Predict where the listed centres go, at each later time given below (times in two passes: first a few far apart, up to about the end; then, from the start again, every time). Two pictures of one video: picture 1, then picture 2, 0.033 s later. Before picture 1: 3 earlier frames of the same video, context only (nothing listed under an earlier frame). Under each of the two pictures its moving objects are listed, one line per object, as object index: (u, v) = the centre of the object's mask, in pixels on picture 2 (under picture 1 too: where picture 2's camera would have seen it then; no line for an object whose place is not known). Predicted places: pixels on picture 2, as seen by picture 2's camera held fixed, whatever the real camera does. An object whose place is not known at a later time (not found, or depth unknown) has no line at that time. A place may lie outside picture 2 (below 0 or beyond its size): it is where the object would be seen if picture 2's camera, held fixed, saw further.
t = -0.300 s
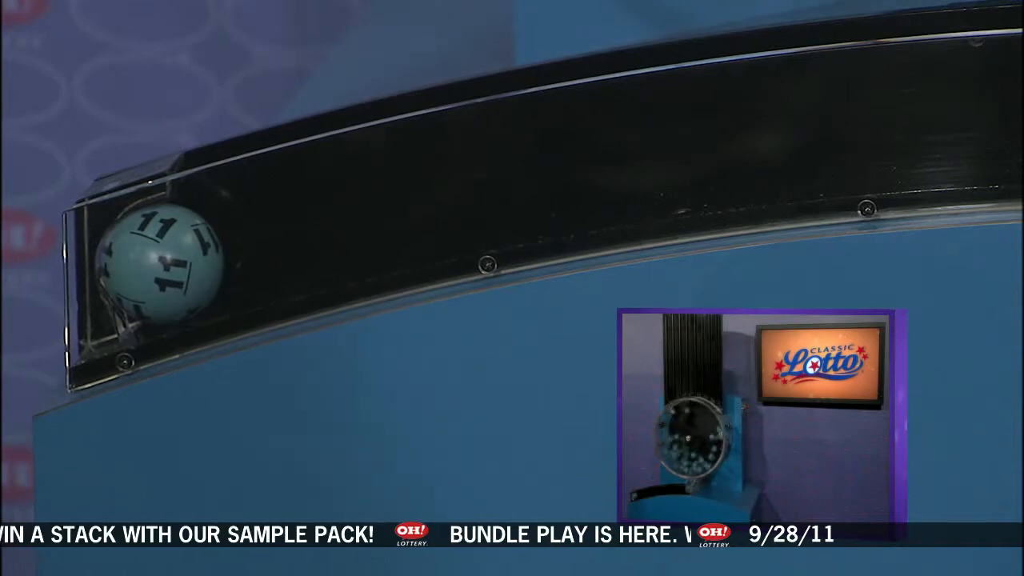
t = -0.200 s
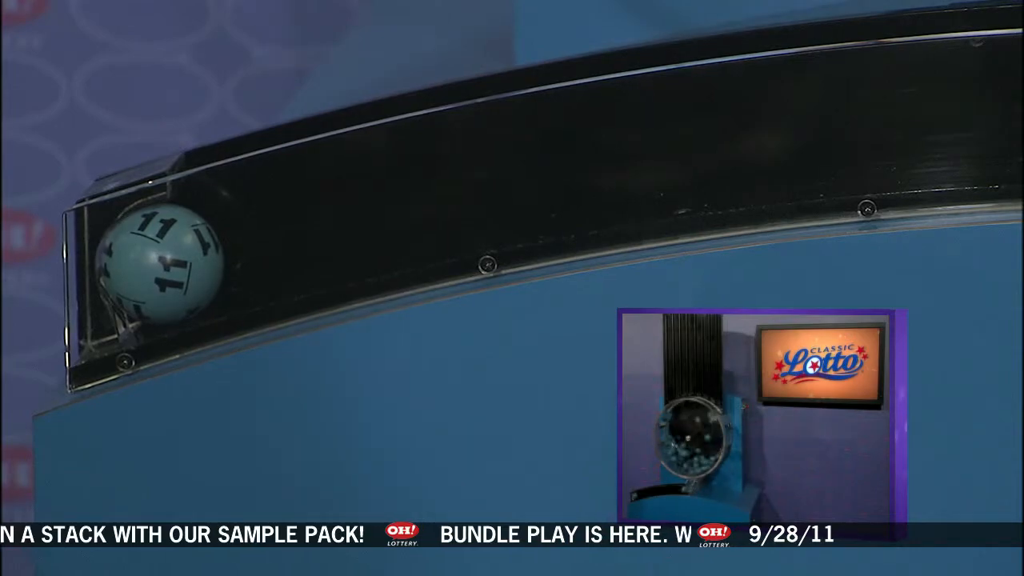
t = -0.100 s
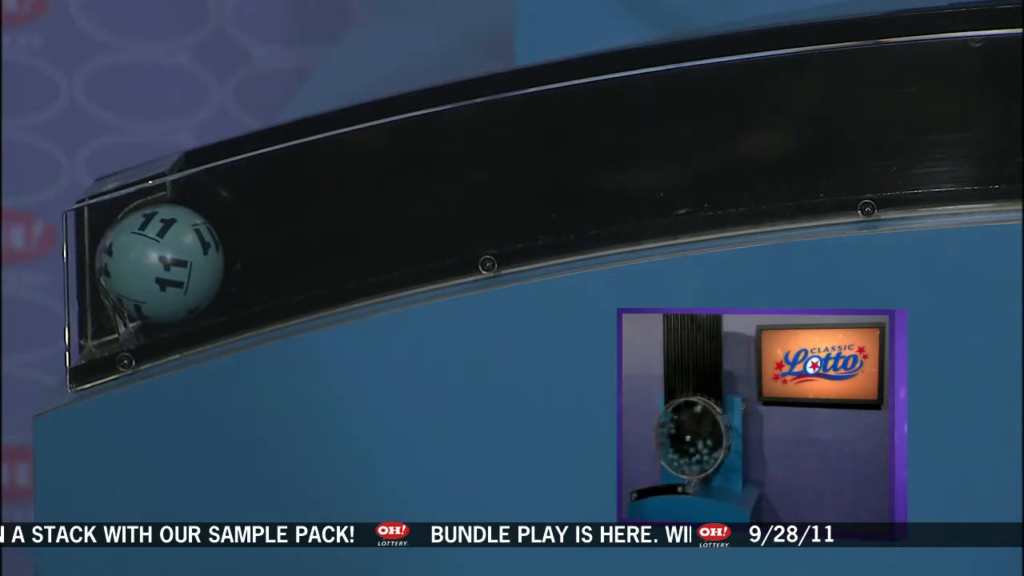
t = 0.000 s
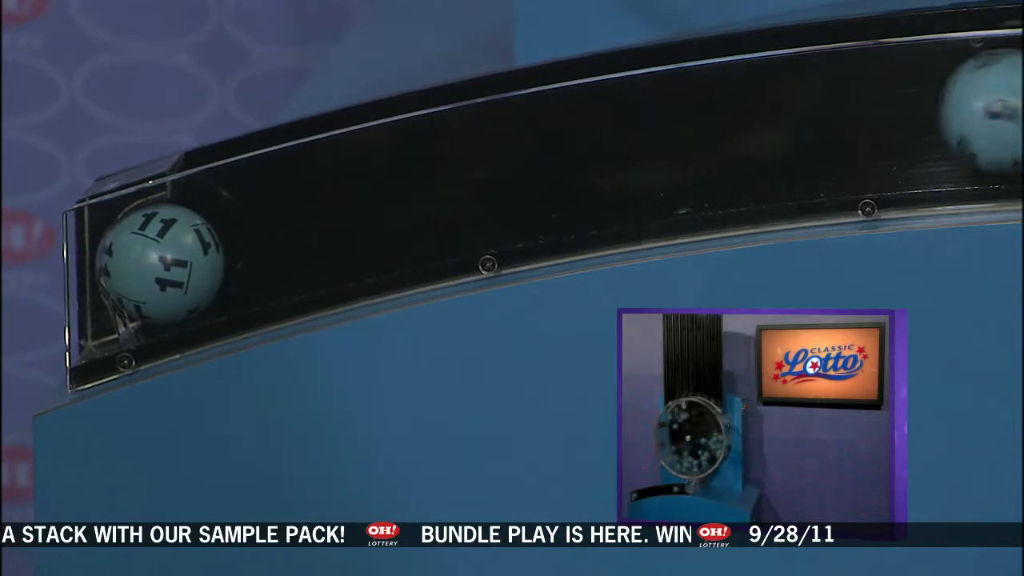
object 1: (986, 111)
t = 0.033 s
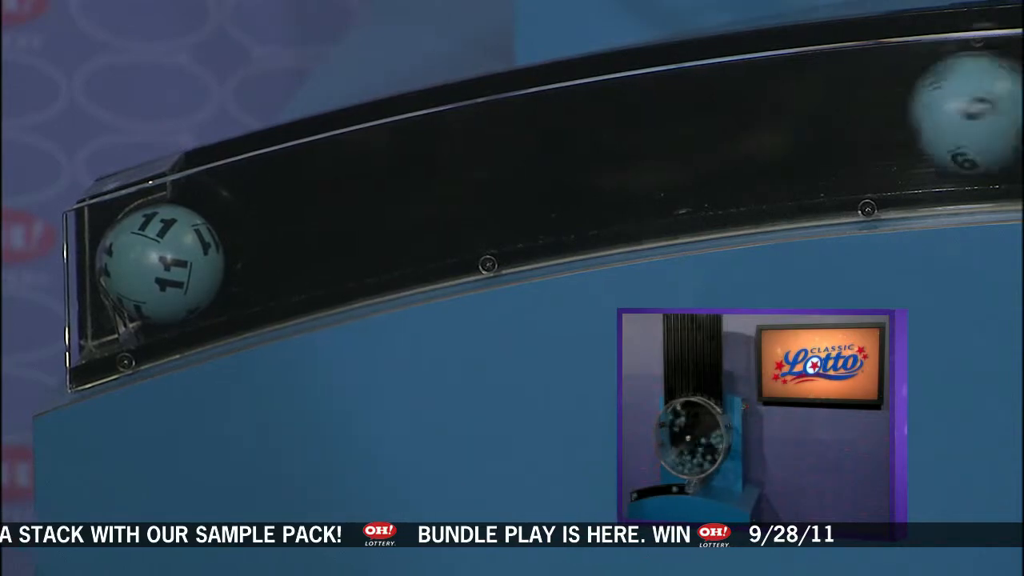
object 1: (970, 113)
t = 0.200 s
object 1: (804, 125)
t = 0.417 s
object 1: (494, 175)
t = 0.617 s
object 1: (356, 204)
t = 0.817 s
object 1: (377, 193)
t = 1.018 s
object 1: (288, 220)
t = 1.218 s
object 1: (288, 223)
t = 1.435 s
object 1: (274, 228)
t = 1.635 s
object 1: (274, 229)
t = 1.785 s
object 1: (276, 229)
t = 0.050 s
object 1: (959, 114)
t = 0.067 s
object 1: (943, 115)
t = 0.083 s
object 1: (927, 116)
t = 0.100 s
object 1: (911, 117)
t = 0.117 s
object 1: (894, 118)
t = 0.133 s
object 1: (877, 119)
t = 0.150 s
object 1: (859, 120)
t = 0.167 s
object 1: (841, 121)
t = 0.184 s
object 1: (822, 124)
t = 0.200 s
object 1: (804, 125)
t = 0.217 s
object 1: (783, 127)
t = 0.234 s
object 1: (763, 131)
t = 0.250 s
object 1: (742, 133)
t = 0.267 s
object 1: (721, 136)
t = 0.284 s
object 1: (698, 140)
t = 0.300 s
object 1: (675, 143)
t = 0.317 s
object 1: (651, 147)
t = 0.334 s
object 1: (628, 150)
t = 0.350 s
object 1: (603, 154)
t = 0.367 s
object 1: (576, 159)
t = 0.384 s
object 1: (549, 164)
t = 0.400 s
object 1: (522, 169)
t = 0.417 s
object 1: (494, 175)
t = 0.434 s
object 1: (466, 181)
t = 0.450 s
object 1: (437, 188)
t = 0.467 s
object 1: (406, 195)
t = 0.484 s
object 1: (374, 203)
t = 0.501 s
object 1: (340, 210)
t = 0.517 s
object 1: (305, 219)
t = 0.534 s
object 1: (277, 225)
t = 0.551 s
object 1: (283, 213)
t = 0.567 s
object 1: (299, 203)
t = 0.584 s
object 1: (319, 197)
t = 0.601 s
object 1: (337, 199)
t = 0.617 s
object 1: (356, 204)
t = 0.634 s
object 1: (364, 197)
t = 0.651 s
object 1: (370, 191)
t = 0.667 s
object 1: (375, 189)
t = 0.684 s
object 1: (379, 193)
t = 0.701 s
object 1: (384, 198)
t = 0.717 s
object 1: (385, 190)
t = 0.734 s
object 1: (387, 187)
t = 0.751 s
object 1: (388, 189)
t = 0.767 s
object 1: (389, 197)
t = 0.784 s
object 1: (386, 194)
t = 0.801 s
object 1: (382, 191)
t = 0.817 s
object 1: (377, 193)
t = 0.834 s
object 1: (373, 201)
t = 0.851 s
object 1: (366, 199)
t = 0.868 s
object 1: (359, 198)
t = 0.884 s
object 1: (351, 203)
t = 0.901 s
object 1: (342, 209)
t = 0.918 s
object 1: (329, 207)
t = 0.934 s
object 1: (317, 211)
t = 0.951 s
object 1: (304, 219)
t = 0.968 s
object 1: (289, 220)
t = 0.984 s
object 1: (275, 223)
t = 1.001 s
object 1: (278, 221)
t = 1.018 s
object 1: (288, 220)
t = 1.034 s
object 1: (297, 221)
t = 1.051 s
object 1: (300, 216)
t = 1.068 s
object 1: (304, 217)
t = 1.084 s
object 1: (308, 220)
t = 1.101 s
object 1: (309, 216)
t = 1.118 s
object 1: (310, 216)
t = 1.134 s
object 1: (310, 220)
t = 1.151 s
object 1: (308, 217)
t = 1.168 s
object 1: (304, 219)
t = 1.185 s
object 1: (300, 222)
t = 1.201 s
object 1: (295, 220)
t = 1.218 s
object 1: (288, 223)
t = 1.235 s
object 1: (281, 227)
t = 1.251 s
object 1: (273, 225)
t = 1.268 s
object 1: (276, 222)
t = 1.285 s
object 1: (284, 223)
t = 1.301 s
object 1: (289, 224)
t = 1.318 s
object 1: (290, 220)
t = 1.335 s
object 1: (291, 222)
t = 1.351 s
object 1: (291, 223)
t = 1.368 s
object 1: (290, 222)
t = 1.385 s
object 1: (289, 225)
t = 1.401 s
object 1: (284, 224)
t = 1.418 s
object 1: (279, 227)
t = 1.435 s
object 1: (274, 228)
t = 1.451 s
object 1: (275, 226)
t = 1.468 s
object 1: (279, 228)
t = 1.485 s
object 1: (279, 225)
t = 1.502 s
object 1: (278, 226)
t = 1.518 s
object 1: (277, 229)
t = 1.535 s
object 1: (274, 227)
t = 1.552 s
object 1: (275, 229)
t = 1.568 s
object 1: (277, 228)
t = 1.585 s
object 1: (277, 228)
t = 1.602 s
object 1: (277, 228)
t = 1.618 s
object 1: (276, 229)
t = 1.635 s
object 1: (274, 229)
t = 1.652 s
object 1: (276, 228)
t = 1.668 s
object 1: (277, 228)
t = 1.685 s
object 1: (277, 228)
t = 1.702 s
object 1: (275, 229)
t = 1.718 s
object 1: (275, 229)
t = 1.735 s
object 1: (276, 229)
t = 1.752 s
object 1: (276, 229)
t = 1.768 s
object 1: (275, 229)
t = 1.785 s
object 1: (276, 229)
